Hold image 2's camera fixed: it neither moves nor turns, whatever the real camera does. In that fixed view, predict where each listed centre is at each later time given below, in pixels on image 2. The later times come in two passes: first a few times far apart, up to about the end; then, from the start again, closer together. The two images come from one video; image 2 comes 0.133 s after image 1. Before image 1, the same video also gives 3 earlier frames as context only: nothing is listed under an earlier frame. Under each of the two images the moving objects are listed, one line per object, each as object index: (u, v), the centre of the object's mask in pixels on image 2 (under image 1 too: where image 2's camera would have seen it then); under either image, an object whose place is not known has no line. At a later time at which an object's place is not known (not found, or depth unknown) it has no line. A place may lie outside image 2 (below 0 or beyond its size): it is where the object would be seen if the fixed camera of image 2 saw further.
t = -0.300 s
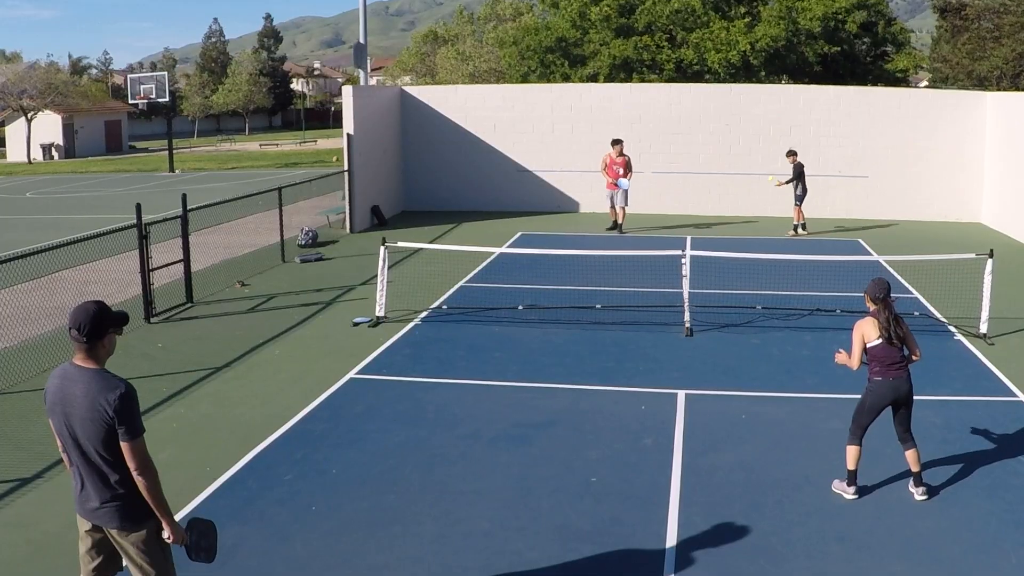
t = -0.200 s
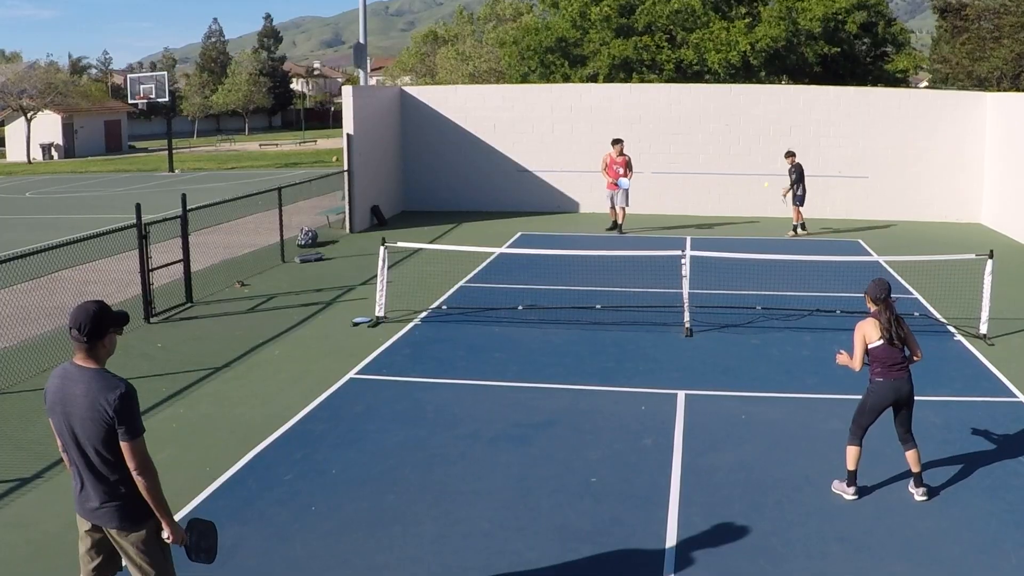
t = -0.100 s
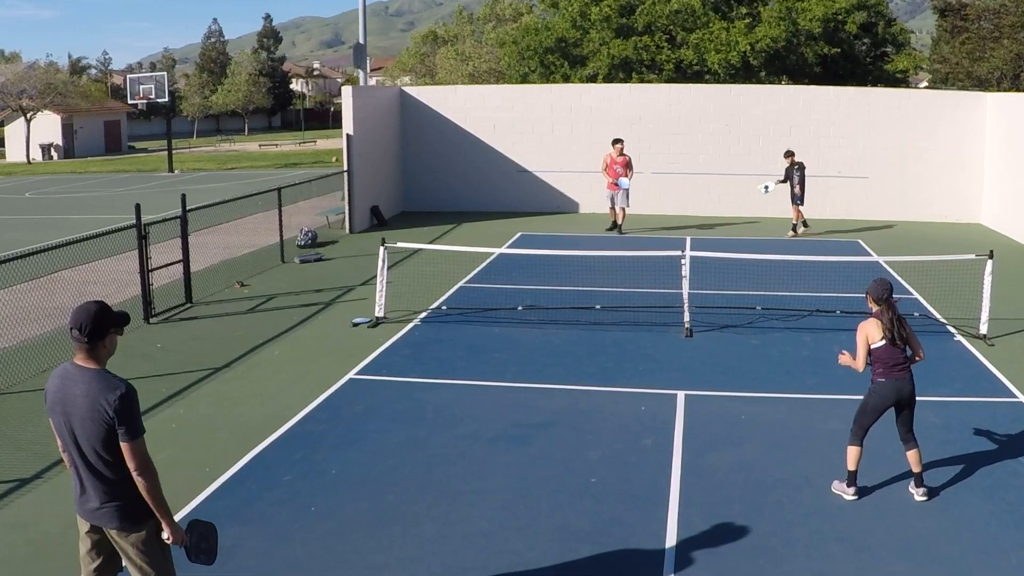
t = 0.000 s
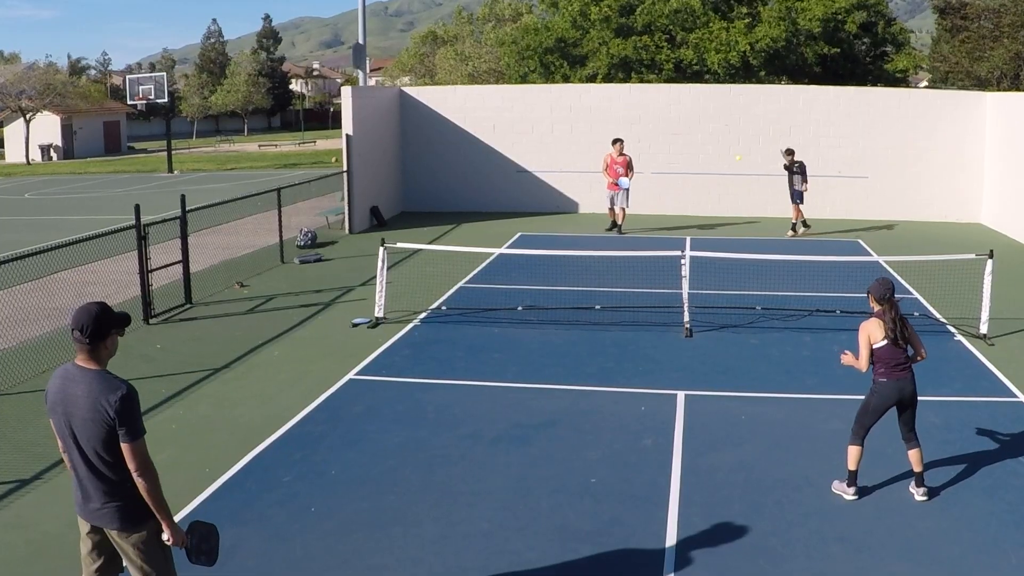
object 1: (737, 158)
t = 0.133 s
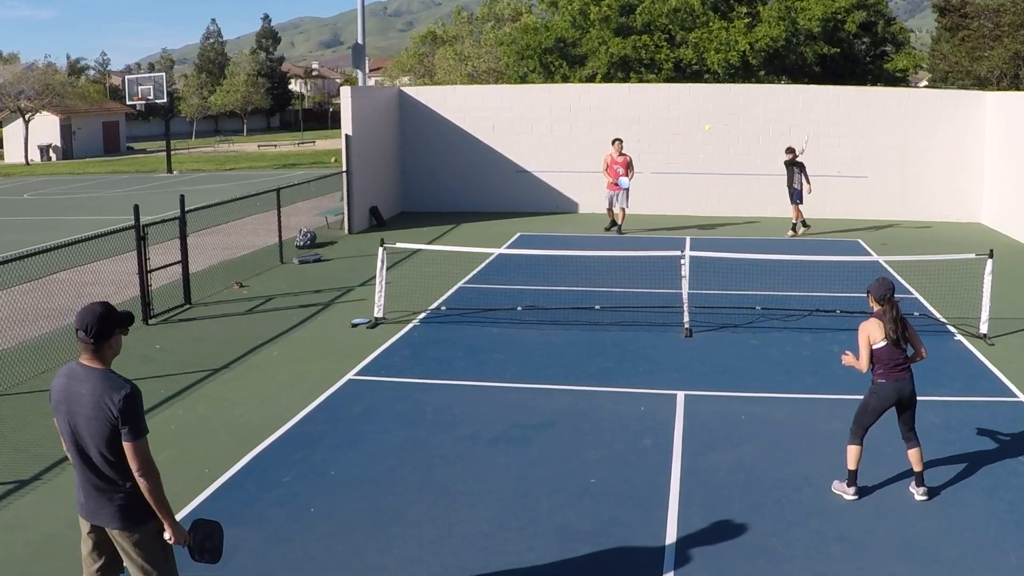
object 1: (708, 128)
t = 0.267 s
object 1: (675, 109)
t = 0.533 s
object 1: (600, 113)
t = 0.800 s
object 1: (510, 204)
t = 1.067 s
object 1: (405, 413)
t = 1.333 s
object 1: (300, 376)
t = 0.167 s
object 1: (699, 122)
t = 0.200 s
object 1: (691, 117)
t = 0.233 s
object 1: (683, 112)
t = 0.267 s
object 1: (675, 109)
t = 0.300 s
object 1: (667, 106)
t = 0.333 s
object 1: (658, 104)
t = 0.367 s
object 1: (649, 103)
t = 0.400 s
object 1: (640, 103)
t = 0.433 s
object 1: (630, 104)
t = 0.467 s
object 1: (620, 106)
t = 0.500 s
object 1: (610, 109)
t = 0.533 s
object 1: (600, 113)
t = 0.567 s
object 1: (590, 119)
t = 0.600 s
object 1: (578, 127)
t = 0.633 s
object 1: (568, 136)
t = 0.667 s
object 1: (556, 146)
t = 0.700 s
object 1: (545, 158)
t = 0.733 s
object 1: (533, 172)
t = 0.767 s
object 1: (522, 187)
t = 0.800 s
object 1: (510, 204)
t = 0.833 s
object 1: (497, 223)
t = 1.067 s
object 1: (405, 413)
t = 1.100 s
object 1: (392, 438)
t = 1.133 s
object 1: (380, 425)
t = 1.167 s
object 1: (367, 414)
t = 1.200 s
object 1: (354, 403)
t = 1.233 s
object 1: (341, 394)
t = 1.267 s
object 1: (328, 386)
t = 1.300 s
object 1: (314, 381)
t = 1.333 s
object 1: (300, 376)
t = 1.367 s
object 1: (286, 372)
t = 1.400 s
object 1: (272, 371)
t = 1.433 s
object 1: (258, 370)
